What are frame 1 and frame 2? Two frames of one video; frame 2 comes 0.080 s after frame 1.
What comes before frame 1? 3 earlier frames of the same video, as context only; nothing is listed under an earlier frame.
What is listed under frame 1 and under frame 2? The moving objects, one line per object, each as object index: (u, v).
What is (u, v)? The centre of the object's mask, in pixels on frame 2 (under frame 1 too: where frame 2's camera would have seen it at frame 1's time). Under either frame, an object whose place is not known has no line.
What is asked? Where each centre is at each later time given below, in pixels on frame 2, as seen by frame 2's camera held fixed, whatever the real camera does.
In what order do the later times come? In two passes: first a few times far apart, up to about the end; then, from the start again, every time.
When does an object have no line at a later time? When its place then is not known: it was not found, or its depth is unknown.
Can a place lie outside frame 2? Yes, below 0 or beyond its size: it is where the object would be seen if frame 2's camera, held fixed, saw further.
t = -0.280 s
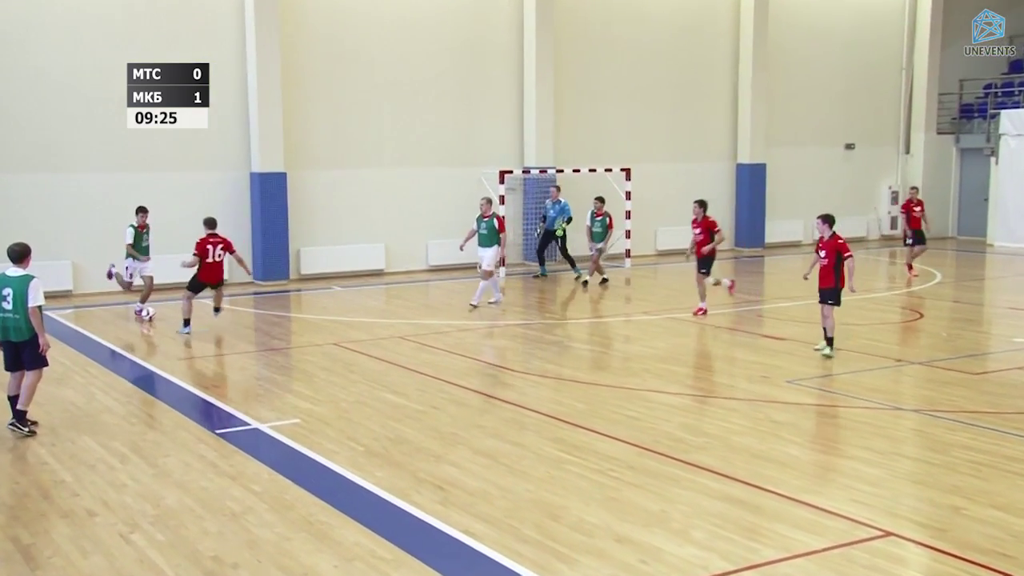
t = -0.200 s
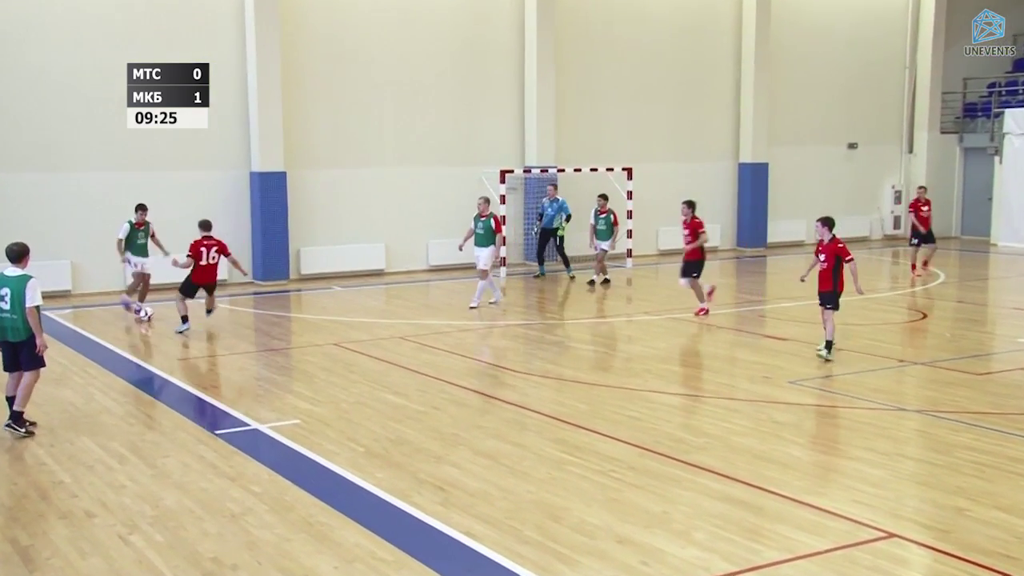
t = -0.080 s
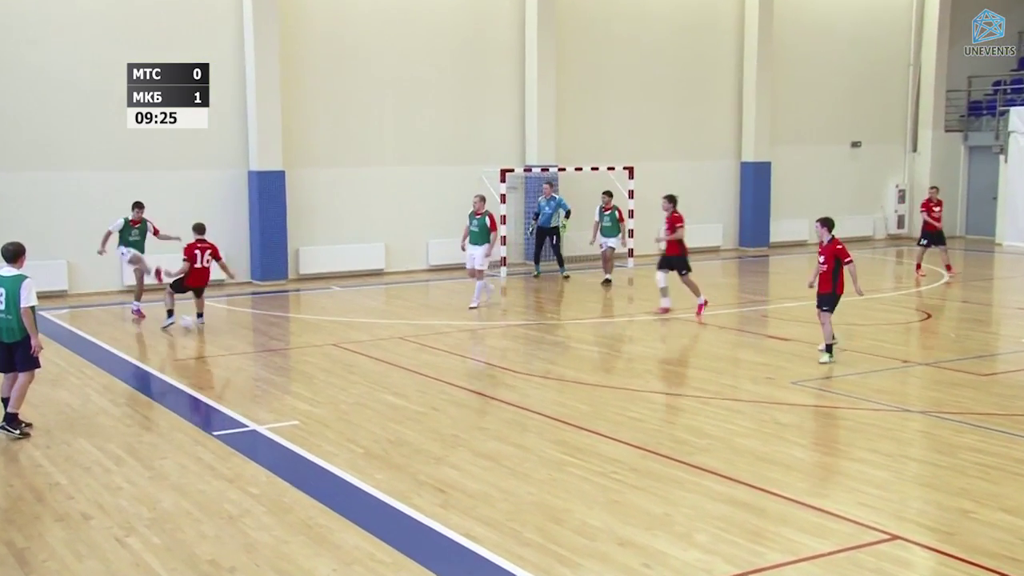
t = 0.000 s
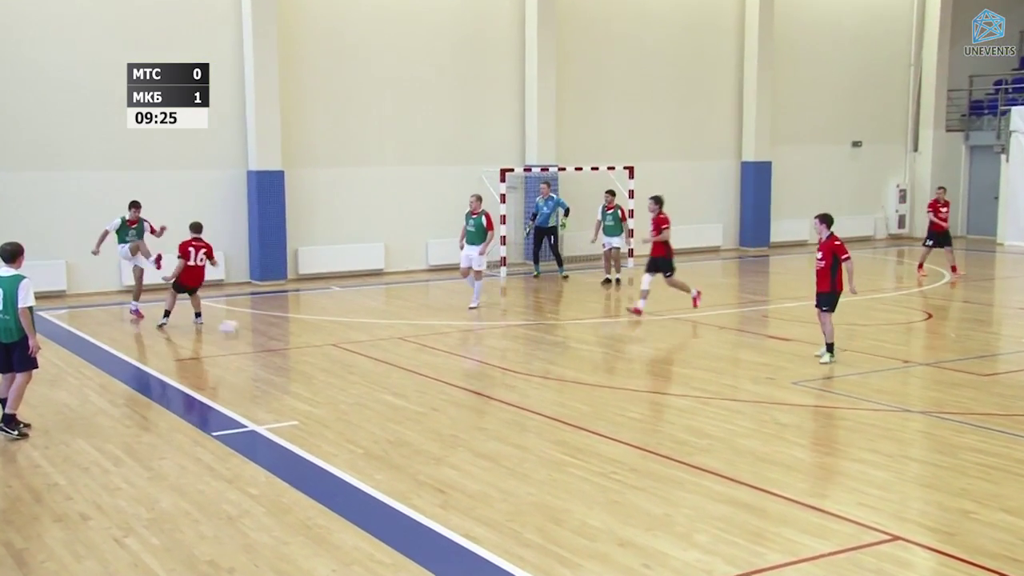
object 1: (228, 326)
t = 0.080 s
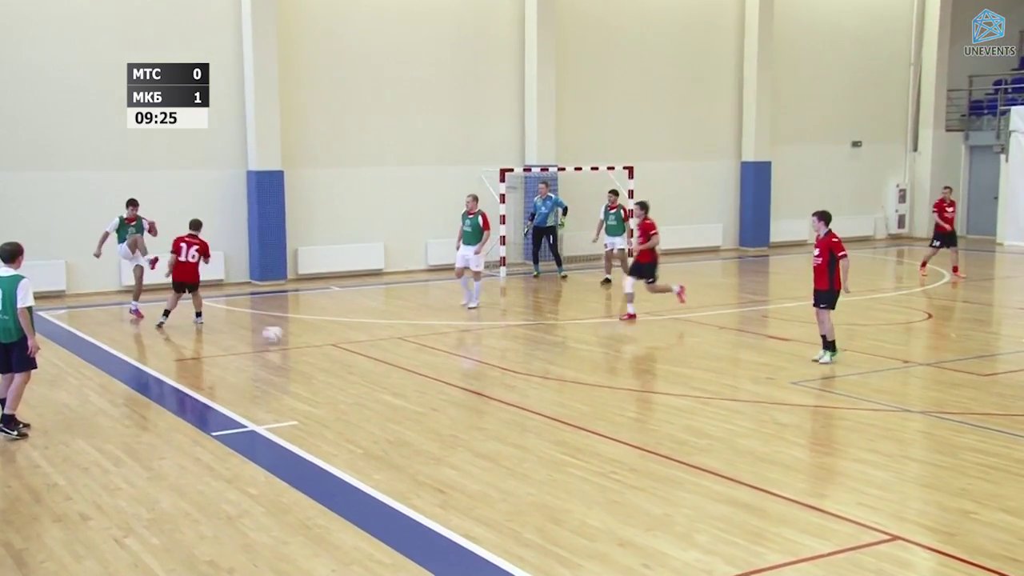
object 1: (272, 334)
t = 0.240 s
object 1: (364, 349)
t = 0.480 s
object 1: (507, 370)
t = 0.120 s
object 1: (294, 335)
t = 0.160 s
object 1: (316, 337)
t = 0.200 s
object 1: (339, 342)
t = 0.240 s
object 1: (364, 349)
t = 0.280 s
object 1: (386, 352)
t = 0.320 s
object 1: (408, 356)
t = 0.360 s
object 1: (433, 359)
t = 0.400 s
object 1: (457, 360)
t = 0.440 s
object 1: (481, 364)
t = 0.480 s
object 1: (507, 370)
